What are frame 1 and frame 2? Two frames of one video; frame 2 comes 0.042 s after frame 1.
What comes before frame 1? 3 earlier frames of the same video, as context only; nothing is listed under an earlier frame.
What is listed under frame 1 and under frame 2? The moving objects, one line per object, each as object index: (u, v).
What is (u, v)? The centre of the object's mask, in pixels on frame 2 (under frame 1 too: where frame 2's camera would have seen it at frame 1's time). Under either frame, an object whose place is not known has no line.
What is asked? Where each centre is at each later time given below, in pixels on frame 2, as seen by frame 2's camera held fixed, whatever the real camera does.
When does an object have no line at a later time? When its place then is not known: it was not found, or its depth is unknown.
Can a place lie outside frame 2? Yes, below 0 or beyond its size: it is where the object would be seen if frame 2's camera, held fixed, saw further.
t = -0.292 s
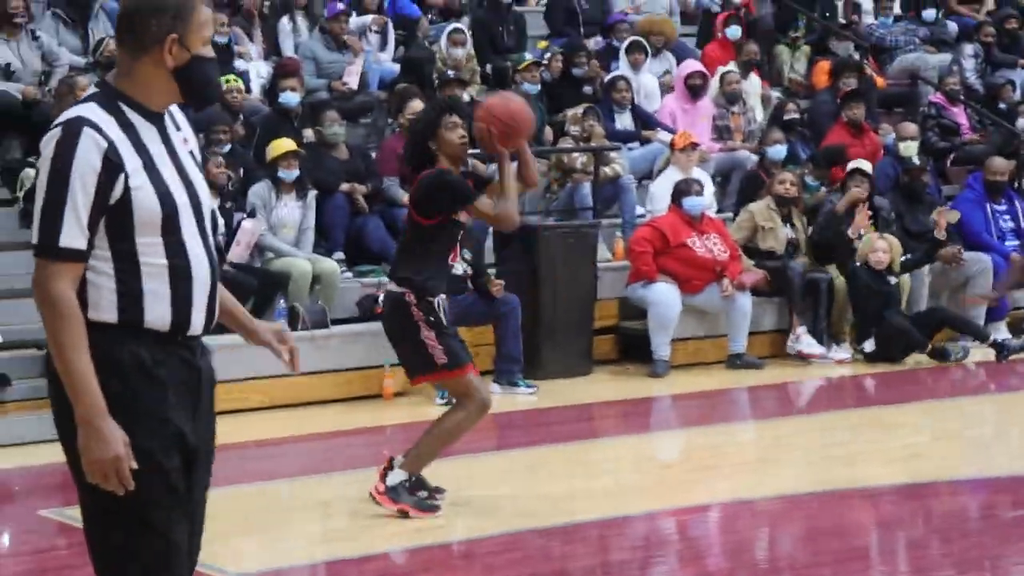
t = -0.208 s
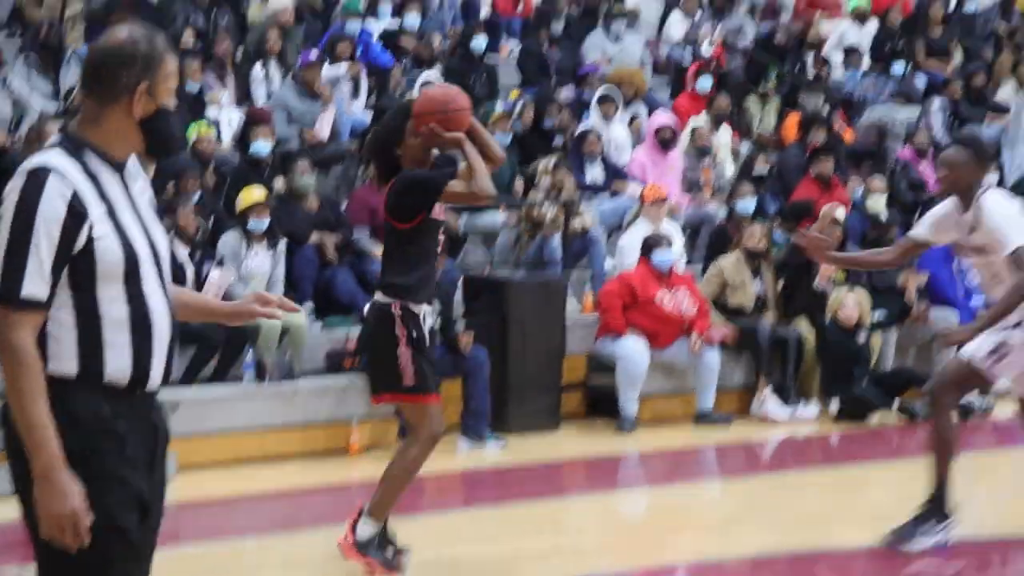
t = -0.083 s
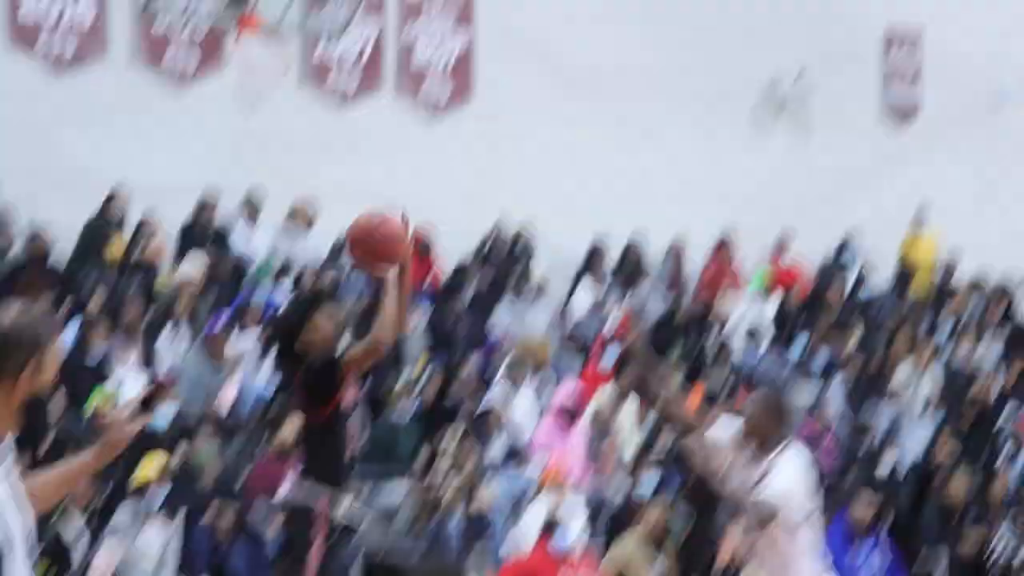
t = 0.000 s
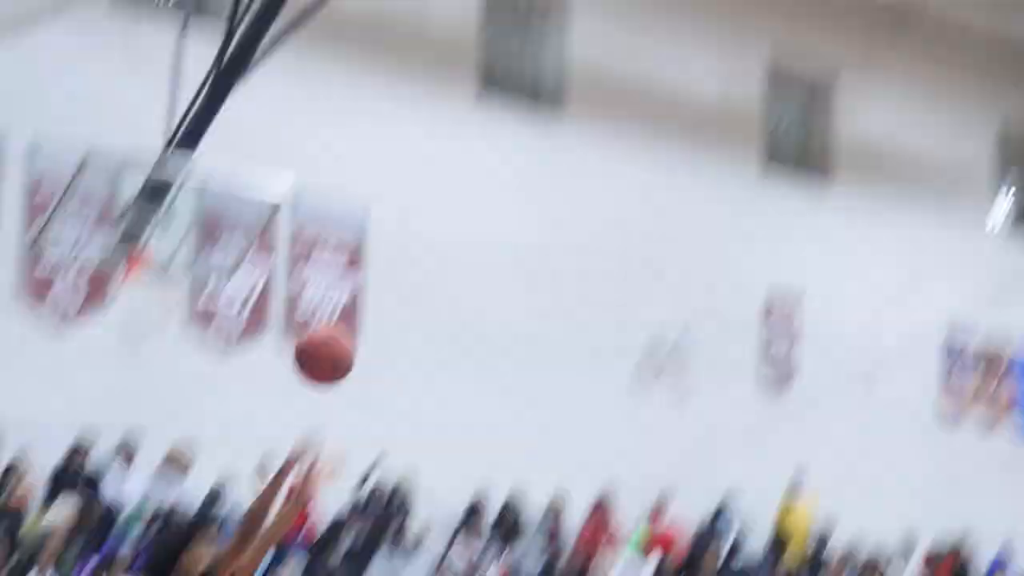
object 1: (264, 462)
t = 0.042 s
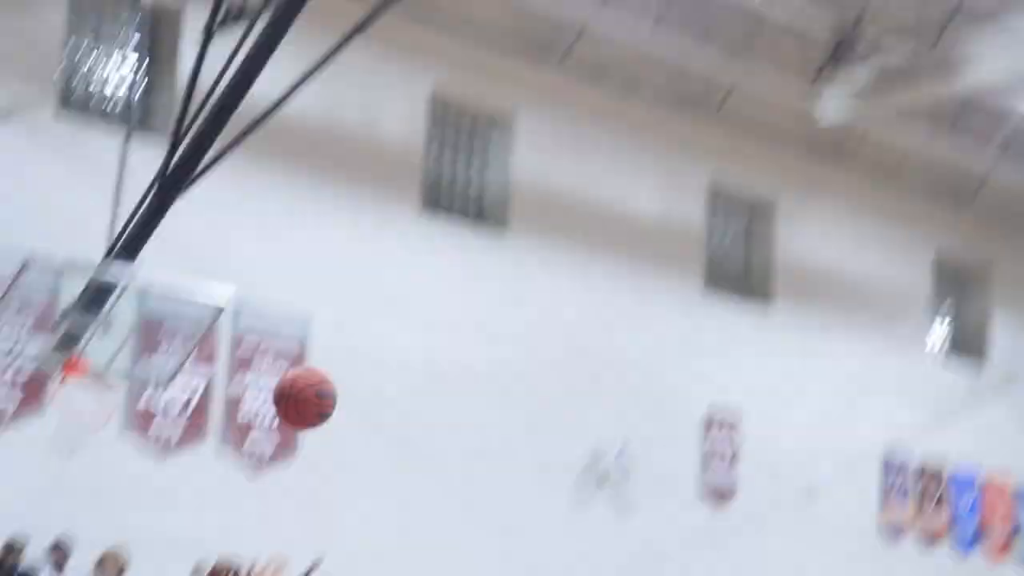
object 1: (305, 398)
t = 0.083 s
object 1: (348, 335)
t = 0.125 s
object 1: (389, 278)
